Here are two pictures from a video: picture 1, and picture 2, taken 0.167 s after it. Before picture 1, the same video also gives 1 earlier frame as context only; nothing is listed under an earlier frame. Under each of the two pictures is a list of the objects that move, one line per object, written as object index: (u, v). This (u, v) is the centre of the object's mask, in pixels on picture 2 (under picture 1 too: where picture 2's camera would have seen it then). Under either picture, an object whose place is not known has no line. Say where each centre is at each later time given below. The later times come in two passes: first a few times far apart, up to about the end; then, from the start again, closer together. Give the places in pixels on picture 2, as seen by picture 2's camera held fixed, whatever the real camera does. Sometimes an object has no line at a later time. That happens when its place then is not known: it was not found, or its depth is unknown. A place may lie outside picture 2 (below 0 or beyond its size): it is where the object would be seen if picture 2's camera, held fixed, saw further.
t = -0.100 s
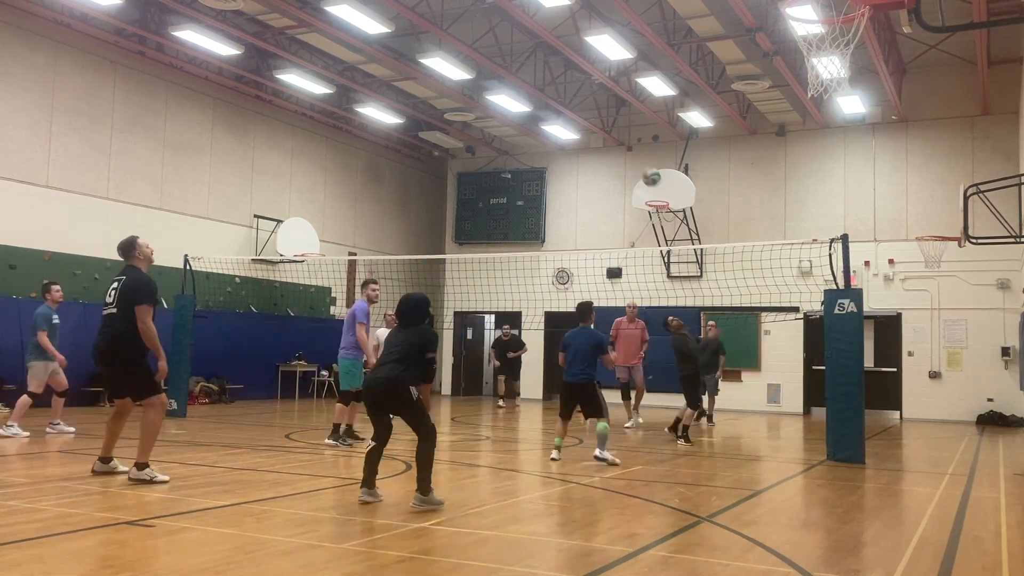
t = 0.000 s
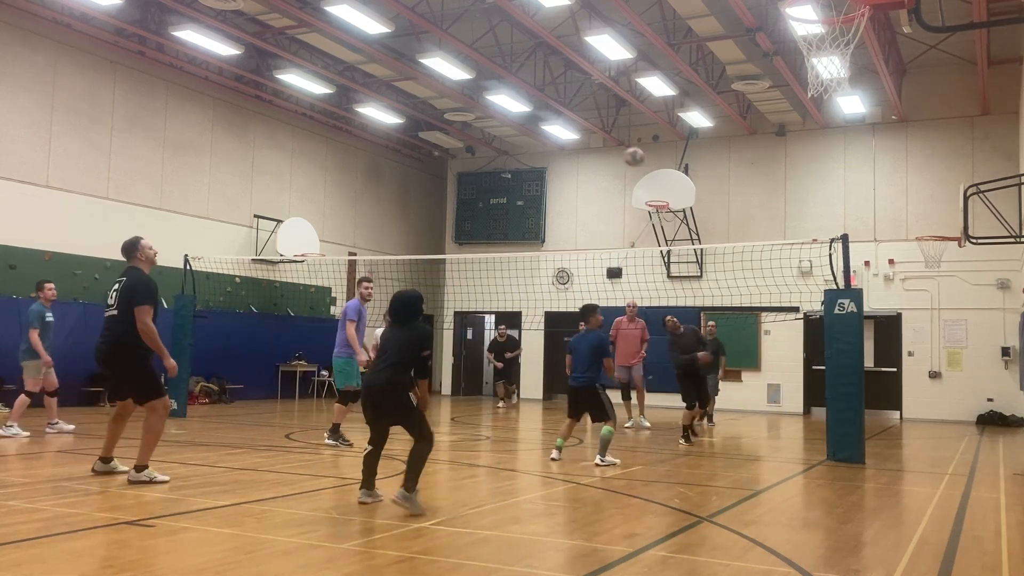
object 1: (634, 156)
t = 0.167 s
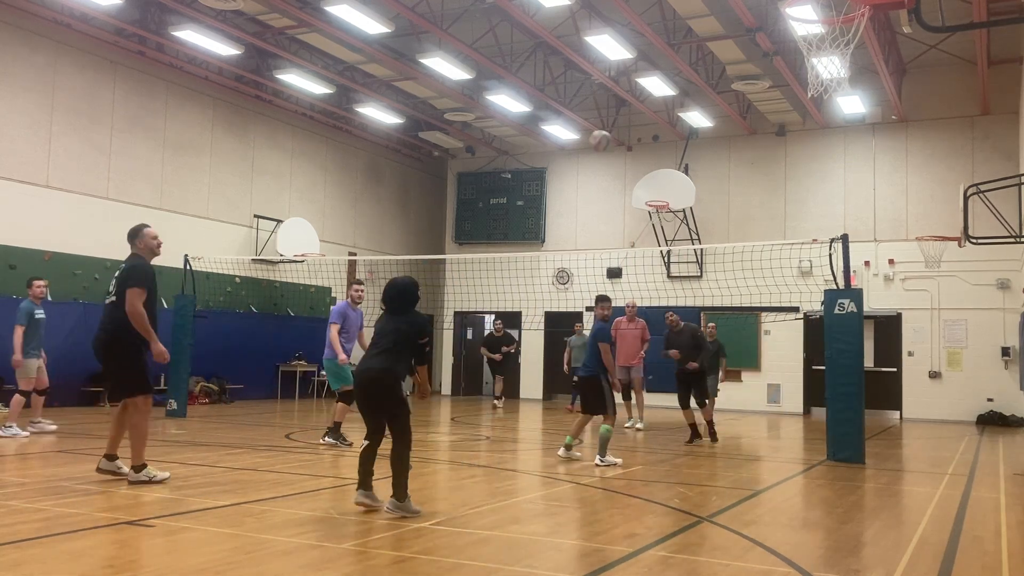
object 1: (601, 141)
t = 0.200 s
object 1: (594, 140)
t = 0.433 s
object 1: (527, 177)
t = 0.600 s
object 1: (466, 257)
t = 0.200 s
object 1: (594, 140)
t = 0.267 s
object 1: (577, 144)
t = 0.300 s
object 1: (567, 148)
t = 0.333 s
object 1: (560, 152)
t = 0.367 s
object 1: (549, 159)
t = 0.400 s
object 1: (538, 167)
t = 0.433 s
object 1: (527, 177)
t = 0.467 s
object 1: (517, 190)
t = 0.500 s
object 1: (506, 202)
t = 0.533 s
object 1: (492, 219)
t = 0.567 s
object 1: (480, 236)
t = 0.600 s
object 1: (466, 257)
